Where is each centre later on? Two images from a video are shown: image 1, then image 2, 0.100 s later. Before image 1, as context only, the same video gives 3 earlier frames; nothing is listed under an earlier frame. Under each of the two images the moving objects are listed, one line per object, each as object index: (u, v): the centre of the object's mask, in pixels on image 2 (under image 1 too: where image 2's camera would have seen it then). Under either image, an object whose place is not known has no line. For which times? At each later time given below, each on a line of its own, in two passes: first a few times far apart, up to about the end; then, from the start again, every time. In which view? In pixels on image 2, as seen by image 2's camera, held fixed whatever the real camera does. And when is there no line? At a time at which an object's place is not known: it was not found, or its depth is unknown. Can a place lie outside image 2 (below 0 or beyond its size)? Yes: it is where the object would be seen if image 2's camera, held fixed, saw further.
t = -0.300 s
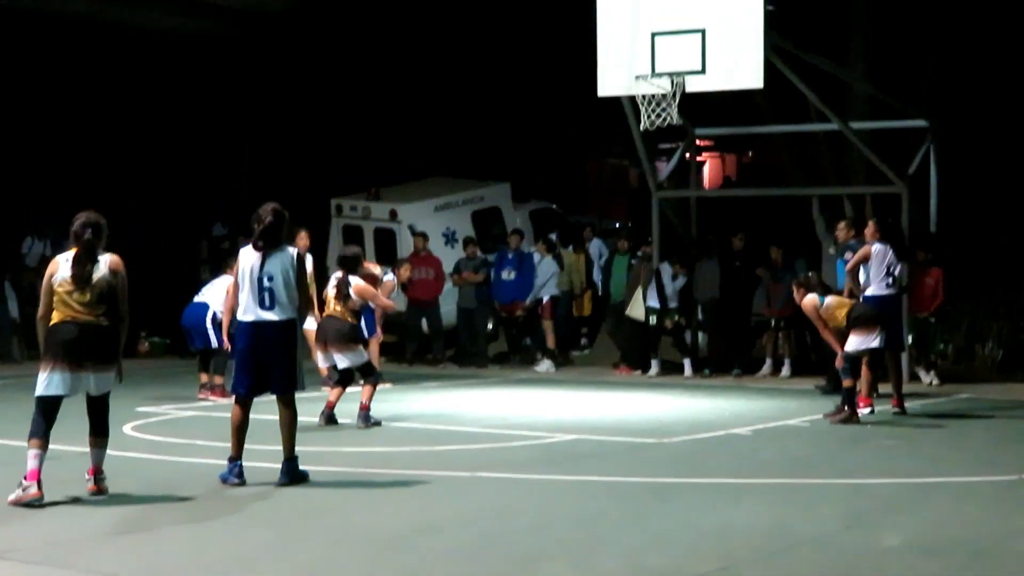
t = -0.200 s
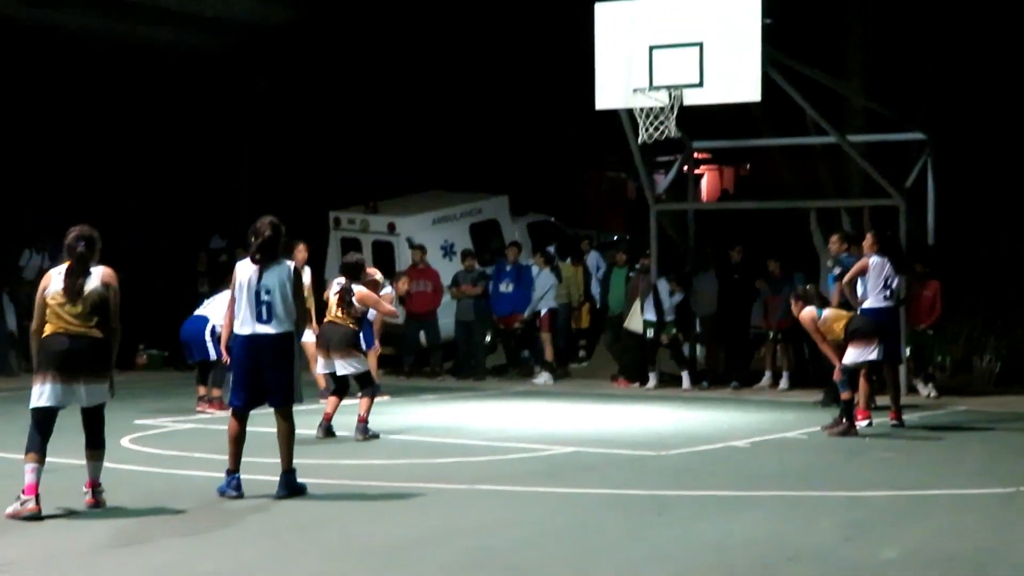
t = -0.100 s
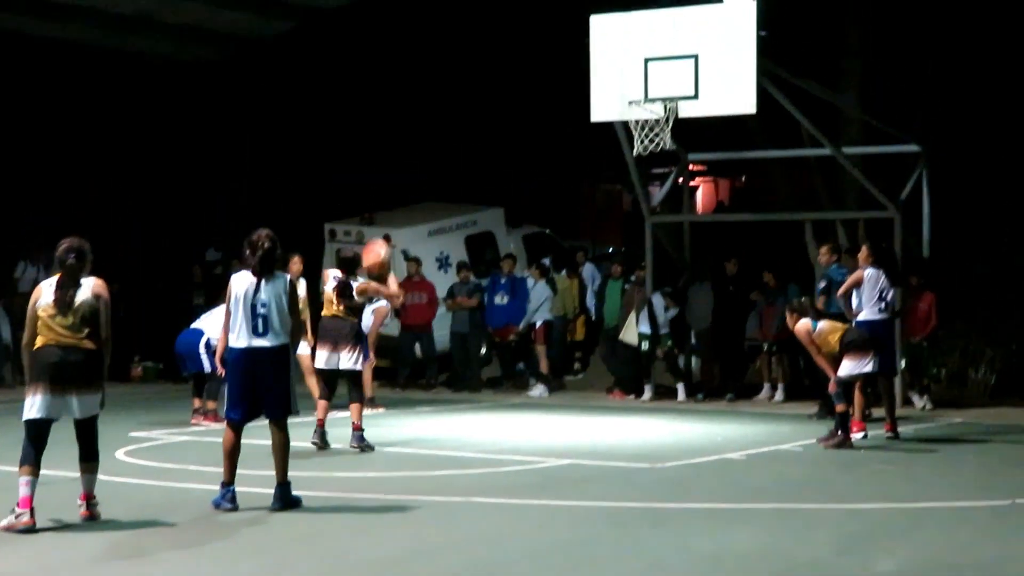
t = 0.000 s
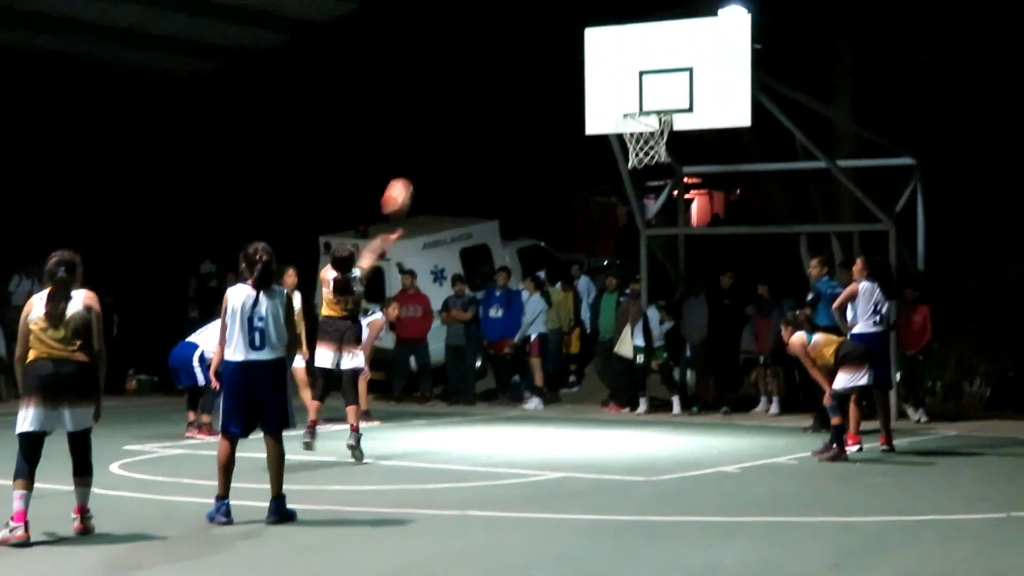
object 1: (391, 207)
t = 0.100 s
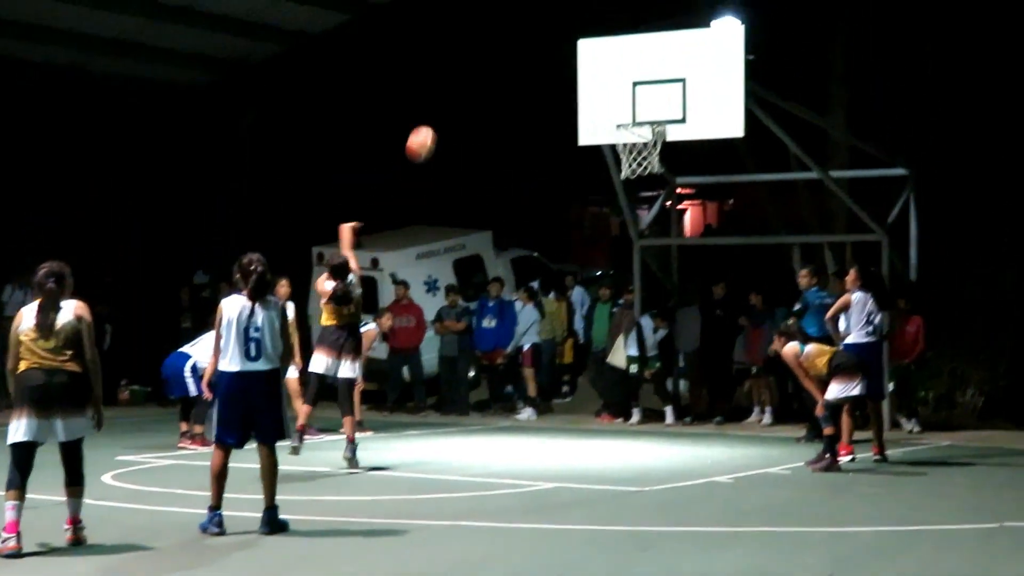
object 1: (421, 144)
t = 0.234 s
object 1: (459, 82)
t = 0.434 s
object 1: (511, 31)
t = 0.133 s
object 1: (431, 126)
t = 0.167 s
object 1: (440, 110)
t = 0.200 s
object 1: (450, 95)
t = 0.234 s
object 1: (459, 82)
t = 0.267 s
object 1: (468, 70)
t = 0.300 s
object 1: (478, 59)
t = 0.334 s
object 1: (486, 50)
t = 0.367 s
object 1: (495, 42)
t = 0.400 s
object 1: (503, 36)
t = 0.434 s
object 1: (511, 31)
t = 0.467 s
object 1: (519, 28)
